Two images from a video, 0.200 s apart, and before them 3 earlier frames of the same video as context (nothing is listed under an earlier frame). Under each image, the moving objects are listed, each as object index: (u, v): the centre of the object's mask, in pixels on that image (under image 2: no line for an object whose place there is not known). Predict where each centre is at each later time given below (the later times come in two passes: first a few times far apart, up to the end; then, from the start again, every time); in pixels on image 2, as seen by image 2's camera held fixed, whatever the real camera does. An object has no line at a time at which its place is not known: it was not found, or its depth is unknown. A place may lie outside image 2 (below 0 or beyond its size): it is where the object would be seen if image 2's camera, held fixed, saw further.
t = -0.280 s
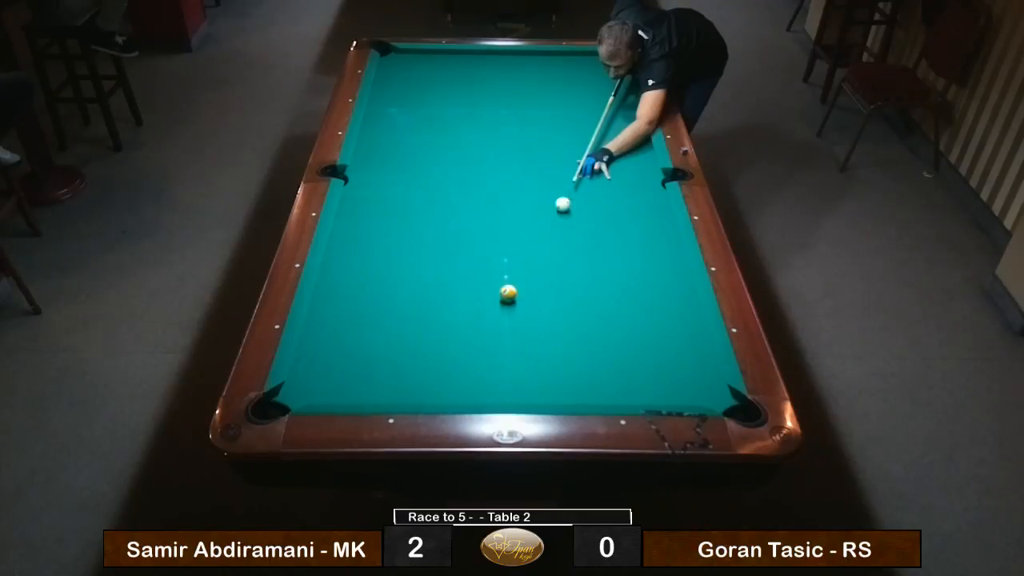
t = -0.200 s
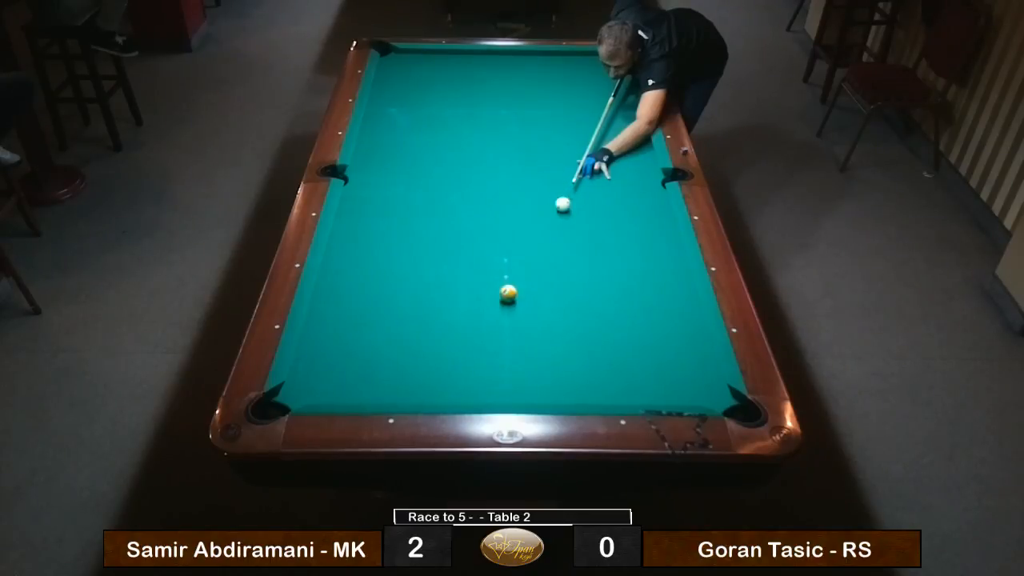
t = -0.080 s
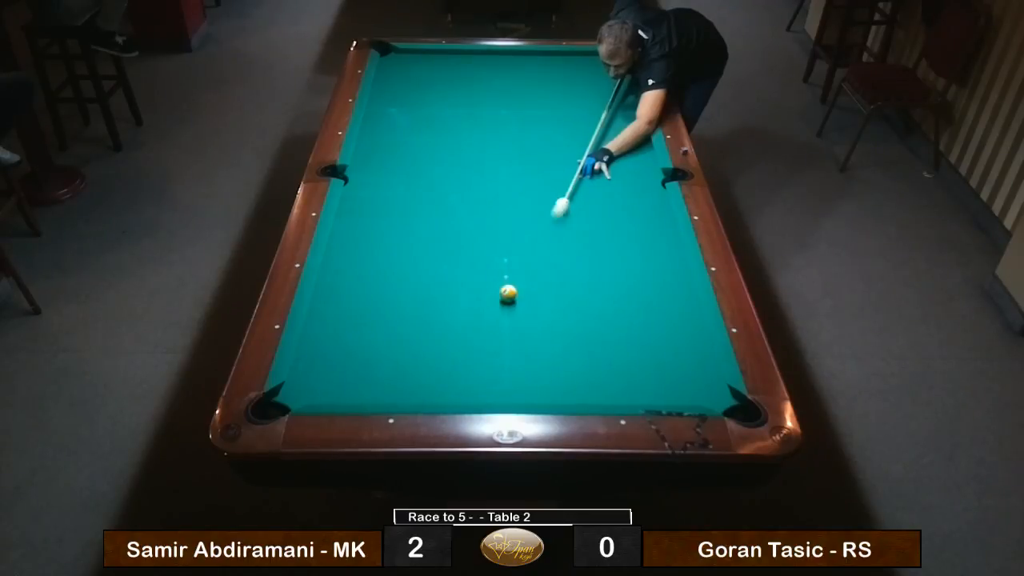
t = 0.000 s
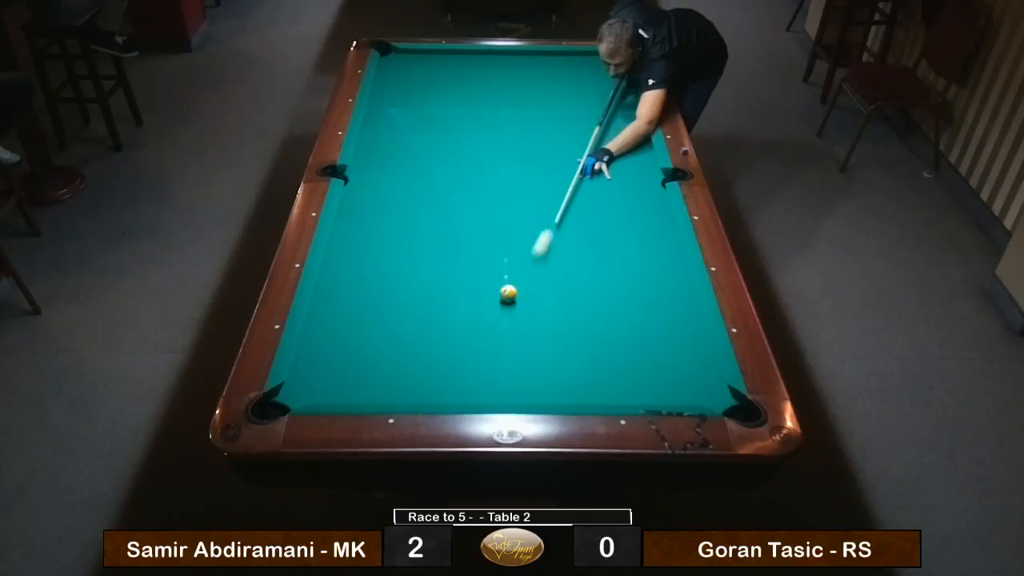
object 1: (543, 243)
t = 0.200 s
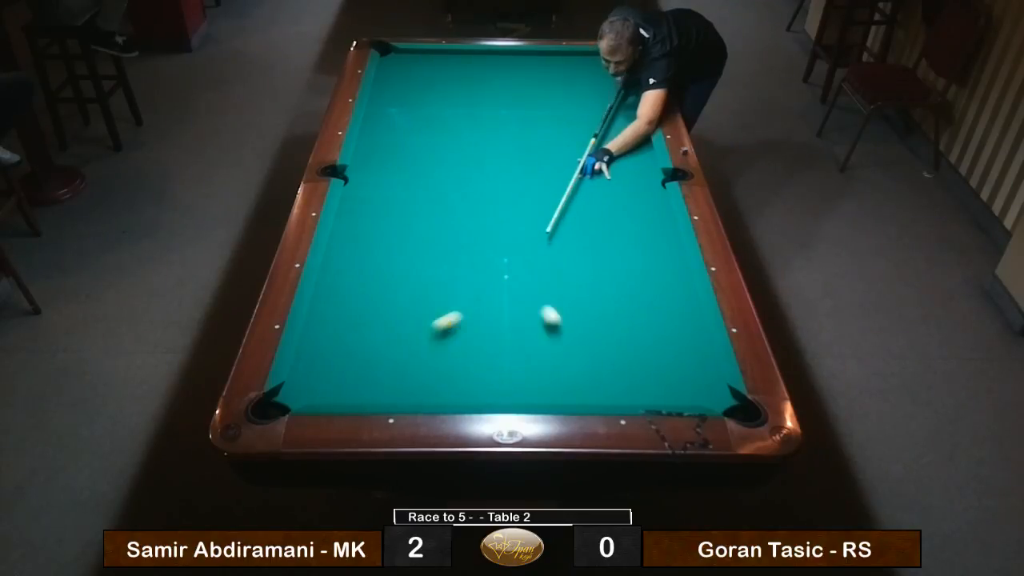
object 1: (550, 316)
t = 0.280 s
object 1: (567, 339)
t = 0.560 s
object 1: (619, 378)
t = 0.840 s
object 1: (646, 332)
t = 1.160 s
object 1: (672, 288)
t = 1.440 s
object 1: (671, 258)
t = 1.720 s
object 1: (650, 234)
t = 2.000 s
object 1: (632, 213)
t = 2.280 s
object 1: (616, 194)
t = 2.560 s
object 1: (602, 178)
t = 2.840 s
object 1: (590, 163)
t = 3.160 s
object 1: (577, 148)
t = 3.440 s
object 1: (568, 136)
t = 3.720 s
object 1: (560, 126)
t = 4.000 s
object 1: (552, 115)
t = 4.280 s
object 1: (545, 107)
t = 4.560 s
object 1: (540, 100)
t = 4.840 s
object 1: (535, 94)
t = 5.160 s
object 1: (530, 88)
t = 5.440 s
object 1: (527, 83)
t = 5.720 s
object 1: (524, 79)
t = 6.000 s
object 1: (521, 76)
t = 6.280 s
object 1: (519, 73)
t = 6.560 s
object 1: (517, 71)
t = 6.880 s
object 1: (516, 69)
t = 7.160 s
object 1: (515, 69)
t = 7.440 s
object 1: (515, 69)
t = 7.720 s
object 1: (515, 69)
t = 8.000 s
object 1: (515, 69)
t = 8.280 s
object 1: (515, 69)
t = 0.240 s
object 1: (558, 328)
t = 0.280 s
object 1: (567, 339)
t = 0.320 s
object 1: (575, 351)
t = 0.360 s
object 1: (584, 364)
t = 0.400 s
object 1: (593, 377)
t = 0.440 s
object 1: (603, 390)
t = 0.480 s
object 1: (611, 393)
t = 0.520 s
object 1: (615, 384)
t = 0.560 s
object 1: (619, 378)
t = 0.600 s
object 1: (623, 371)
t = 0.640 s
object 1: (627, 364)
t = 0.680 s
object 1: (631, 357)
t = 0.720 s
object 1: (635, 351)
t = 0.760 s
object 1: (639, 344)
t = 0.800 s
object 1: (642, 338)
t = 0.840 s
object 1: (646, 332)
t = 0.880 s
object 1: (649, 326)
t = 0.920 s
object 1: (653, 320)
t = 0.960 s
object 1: (656, 315)
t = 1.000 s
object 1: (660, 309)
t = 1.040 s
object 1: (663, 304)
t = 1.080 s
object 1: (666, 299)
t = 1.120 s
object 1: (669, 293)
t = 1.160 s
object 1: (672, 288)
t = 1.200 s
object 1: (675, 283)
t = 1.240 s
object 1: (678, 278)
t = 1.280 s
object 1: (681, 273)
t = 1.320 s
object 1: (681, 269)
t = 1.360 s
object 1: (677, 265)
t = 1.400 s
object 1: (674, 262)
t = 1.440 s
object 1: (671, 258)
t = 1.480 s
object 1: (668, 254)
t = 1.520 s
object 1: (664, 251)
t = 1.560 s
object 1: (661, 247)
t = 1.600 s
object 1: (659, 244)
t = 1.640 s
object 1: (656, 241)
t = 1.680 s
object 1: (653, 237)
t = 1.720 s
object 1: (650, 234)
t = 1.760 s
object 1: (648, 231)
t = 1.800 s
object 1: (645, 228)
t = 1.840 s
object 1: (642, 225)
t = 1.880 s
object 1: (640, 221)
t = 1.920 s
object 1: (637, 219)
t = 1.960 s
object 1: (635, 216)
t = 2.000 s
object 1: (632, 213)
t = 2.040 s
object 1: (630, 210)
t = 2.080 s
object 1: (627, 207)
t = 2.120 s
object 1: (625, 204)
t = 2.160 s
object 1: (623, 202)
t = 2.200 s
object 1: (621, 199)
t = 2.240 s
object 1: (618, 197)
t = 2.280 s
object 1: (616, 194)
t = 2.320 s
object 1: (614, 192)
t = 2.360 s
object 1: (612, 189)
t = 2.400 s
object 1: (610, 187)
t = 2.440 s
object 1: (608, 184)
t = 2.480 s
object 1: (606, 182)
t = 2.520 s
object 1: (604, 180)
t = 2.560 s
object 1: (602, 178)
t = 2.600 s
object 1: (600, 175)
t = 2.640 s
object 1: (599, 173)
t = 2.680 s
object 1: (597, 171)
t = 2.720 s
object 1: (595, 169)
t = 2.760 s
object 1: (593, 167)
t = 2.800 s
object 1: (591, 165)
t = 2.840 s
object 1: (590, 163)
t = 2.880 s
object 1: (588, 161)
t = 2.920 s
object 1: (587, 159)
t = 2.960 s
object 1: (585, 157)
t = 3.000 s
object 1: (584, 155)
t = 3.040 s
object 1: (582, 153)
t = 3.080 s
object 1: (580, 151)
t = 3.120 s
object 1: (579, 150)
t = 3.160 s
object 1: (577, 148)
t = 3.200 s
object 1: (576, 146)
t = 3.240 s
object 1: (575, 144)
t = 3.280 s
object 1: (573, 143)
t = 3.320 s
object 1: (572, 141)
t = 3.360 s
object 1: (571, 139)
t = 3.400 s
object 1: (569, 138)
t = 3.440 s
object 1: (568, 136)
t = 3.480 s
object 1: (567, 135)
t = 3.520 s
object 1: (566, 133)
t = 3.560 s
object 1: (564, 132)
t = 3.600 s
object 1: (563, 130)
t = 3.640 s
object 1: (562, 129)
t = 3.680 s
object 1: (561, 127)
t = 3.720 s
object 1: (560, 126)
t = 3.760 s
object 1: (558, 123)
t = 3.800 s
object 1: (557, 122)
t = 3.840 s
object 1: (556, 121)
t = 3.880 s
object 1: (555, 119)
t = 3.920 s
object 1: (554, 118)
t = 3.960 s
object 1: (553, 117)
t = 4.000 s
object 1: (552, 115)
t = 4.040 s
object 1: (551, 114)
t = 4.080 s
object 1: (550, 113)
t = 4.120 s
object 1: (549, 112)
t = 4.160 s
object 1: (548, 111)
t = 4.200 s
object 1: (547, 110)
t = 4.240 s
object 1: (546, 109)
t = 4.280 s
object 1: (545, 107)
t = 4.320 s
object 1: (545, 106)
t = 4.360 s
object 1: (544, 105)
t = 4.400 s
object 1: (543, 104)
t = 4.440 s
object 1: (542, 103)
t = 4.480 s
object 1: (541, 102)
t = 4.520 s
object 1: (541, 101)
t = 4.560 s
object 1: (540, 100)
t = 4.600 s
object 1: (539, 100)
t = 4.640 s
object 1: (538, 98)
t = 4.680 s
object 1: (537, 97)
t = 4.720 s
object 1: (537, 96)
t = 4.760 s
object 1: (536, 96)
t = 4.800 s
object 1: (535, 95)
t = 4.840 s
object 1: (535, 94)
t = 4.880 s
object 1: (534, 93)
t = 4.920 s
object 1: (533, 92)
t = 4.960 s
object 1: (533, 92)
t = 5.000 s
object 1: (532, 91)
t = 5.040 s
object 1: (532, 90)
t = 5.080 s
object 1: (531, 89)
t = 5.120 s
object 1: (531, 88)
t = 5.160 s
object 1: (530, 88)
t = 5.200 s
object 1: (530, 87)
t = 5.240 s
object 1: (529, 86)
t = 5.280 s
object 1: (529, 86)
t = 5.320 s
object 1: (528, 85)
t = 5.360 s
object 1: (528, 84)
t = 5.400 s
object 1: (527, 84)
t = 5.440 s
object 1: (527, 83)
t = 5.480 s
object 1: (526, 82)
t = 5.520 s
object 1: (526, 82)
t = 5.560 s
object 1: (525, 81)
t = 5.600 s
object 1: (525, 81)
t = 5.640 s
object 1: (524, 80)
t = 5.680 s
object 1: (524, 79)
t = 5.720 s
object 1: (524, 79)
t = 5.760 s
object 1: (523, 78)
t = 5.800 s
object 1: (523, 78)
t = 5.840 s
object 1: (522, 77)
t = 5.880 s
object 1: (522, 77)
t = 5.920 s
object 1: (521, 76)
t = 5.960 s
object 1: (521, 76)
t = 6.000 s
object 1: (521, 76)
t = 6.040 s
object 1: (520, 75)
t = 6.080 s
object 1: (520, 75)
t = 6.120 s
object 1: (520, 74)
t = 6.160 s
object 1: (520, 74)
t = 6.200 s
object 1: (519, 74)
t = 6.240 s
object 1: (519, 73)
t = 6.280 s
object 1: (519, 73)
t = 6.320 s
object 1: (518, 73)
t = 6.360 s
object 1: (518, 72)
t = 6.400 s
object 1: (518, 72)
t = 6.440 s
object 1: (518, 72)
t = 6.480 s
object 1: (518, 72)
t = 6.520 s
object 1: (517, 71)
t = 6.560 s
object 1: (517, 71)
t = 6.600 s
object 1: (517, 71)
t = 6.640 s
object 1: (517, 70)
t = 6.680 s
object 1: (516, 70)
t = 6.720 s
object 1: (516, 70)
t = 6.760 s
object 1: (516, 70)
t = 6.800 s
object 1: (516, 70)
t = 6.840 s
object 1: (516, 70)
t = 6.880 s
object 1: (516, 69)
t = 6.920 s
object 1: (516, 69)
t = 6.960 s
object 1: (515, 69)
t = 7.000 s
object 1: (515, 69)
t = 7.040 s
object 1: (515, 69)
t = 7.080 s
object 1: (515, 69)
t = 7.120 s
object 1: (515, 69)
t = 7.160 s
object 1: (515, 69)
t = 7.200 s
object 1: (515, 69)
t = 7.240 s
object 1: (515, 69)
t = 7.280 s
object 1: (515, 69)
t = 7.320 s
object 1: (515, 69)
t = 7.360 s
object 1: (515, 69)
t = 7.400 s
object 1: (515, 69)
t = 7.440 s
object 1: (515, 69)
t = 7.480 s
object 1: (515, 69)
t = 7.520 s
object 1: (515, 69)
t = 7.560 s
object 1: (515, 69)
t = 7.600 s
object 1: (515, 69)
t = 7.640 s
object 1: (515, 69)
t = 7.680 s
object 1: (515, 69)
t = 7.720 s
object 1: (515, 69)
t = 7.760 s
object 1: (515, 69)
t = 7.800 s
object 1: (515, 69)
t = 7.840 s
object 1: (515, 69)
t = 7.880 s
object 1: (515, 69)
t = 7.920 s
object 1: (515, 69)
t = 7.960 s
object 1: (515, 69)
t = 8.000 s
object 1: (515, 69)
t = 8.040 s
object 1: (515, 69)
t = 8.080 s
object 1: (515, 69)
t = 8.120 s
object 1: (515, 69)
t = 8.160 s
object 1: (515, 69)
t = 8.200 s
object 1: (515, 69)
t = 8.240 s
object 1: (515, 69)
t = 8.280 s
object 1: (515, 69)
